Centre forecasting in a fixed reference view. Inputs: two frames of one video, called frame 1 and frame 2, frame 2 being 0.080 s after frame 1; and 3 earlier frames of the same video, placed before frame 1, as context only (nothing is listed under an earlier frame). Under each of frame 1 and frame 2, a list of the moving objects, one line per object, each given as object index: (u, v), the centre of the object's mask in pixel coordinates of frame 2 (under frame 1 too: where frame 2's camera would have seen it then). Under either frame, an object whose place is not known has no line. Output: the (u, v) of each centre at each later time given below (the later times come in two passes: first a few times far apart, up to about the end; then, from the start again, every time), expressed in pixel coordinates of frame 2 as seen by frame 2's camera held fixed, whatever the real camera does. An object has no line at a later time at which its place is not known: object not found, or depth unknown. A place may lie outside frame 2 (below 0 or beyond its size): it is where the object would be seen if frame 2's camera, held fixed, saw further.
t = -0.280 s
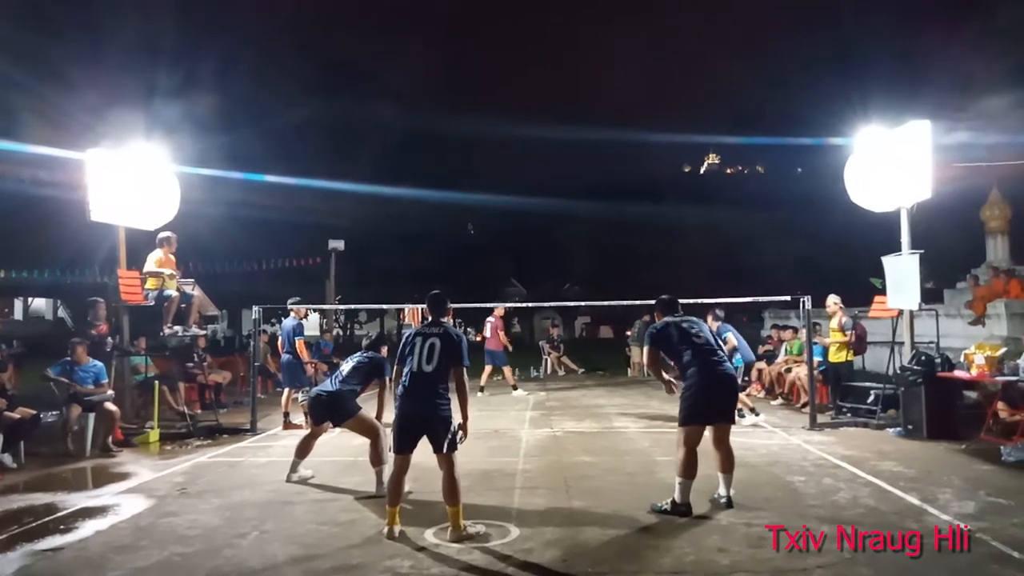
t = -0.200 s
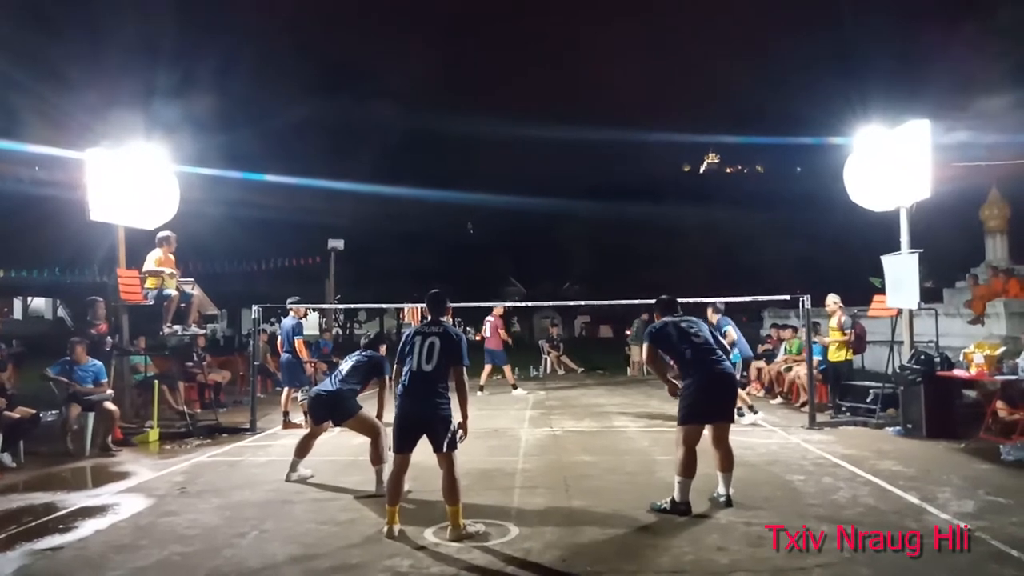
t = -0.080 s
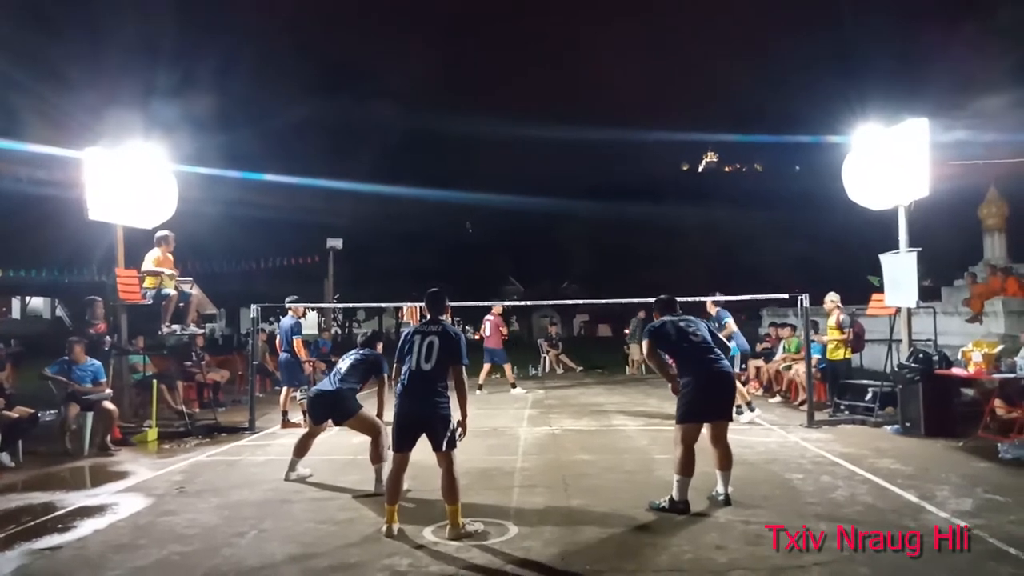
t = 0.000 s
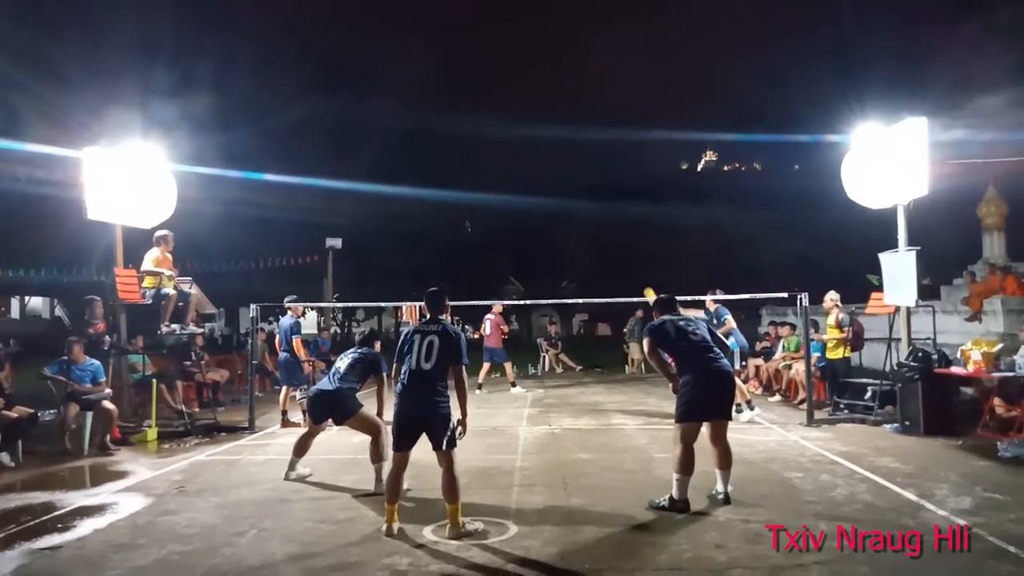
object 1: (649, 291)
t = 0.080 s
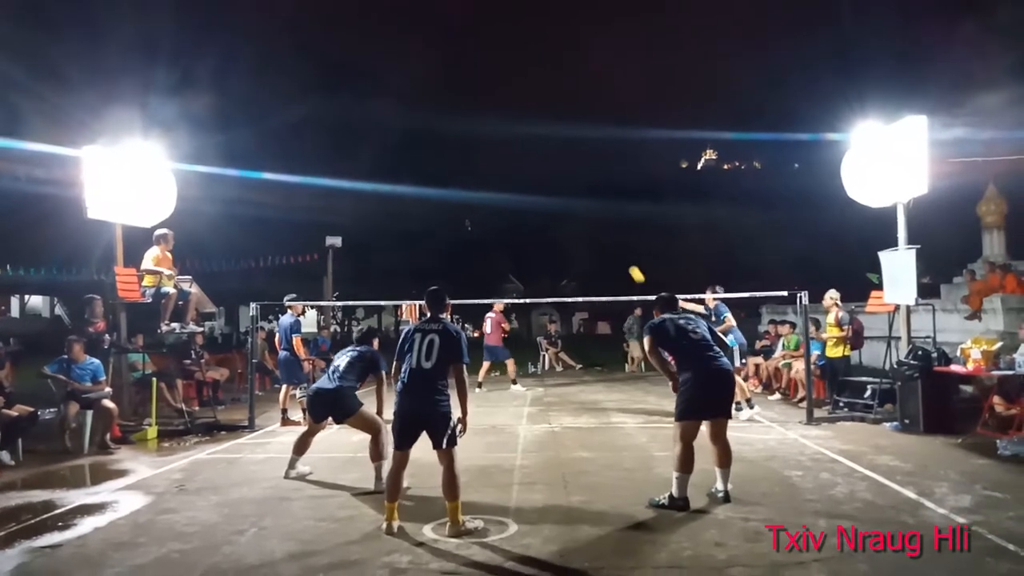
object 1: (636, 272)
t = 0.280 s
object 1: (603, 241)
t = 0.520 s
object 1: (569, 240)
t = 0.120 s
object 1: (629, 264)
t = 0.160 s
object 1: (621, 256)
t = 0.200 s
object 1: (615, 250)
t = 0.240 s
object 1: (609, 245)
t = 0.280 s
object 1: (603, 241)
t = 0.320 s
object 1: (597, 239)
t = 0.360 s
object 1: (591, 237)
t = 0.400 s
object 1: (585, 236)
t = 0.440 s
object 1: (580, 237)
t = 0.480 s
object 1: (574, 238)
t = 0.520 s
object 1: (569, 240)
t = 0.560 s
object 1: (564, 243)
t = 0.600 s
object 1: (559, 247)
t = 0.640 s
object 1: (554, 252)
